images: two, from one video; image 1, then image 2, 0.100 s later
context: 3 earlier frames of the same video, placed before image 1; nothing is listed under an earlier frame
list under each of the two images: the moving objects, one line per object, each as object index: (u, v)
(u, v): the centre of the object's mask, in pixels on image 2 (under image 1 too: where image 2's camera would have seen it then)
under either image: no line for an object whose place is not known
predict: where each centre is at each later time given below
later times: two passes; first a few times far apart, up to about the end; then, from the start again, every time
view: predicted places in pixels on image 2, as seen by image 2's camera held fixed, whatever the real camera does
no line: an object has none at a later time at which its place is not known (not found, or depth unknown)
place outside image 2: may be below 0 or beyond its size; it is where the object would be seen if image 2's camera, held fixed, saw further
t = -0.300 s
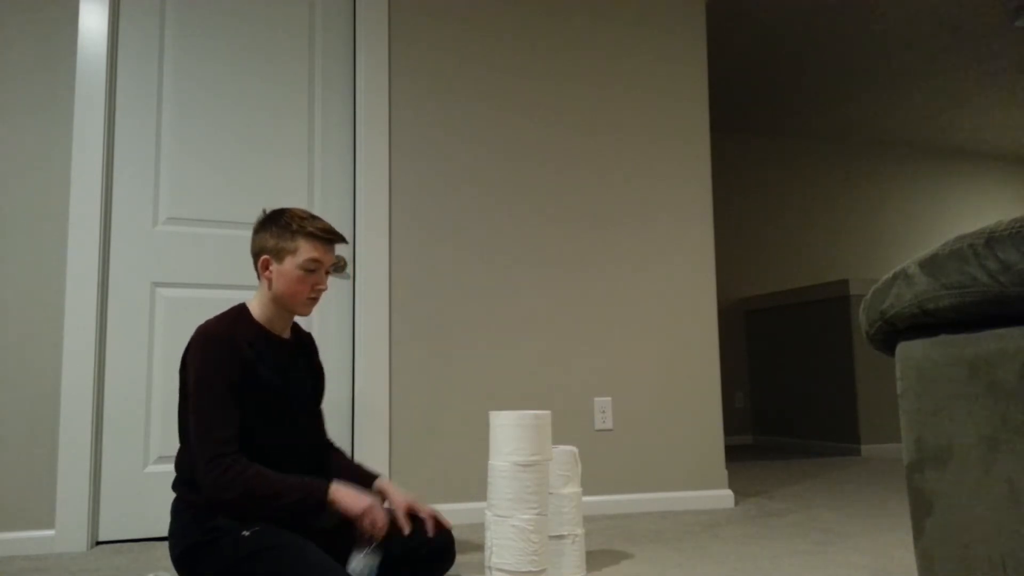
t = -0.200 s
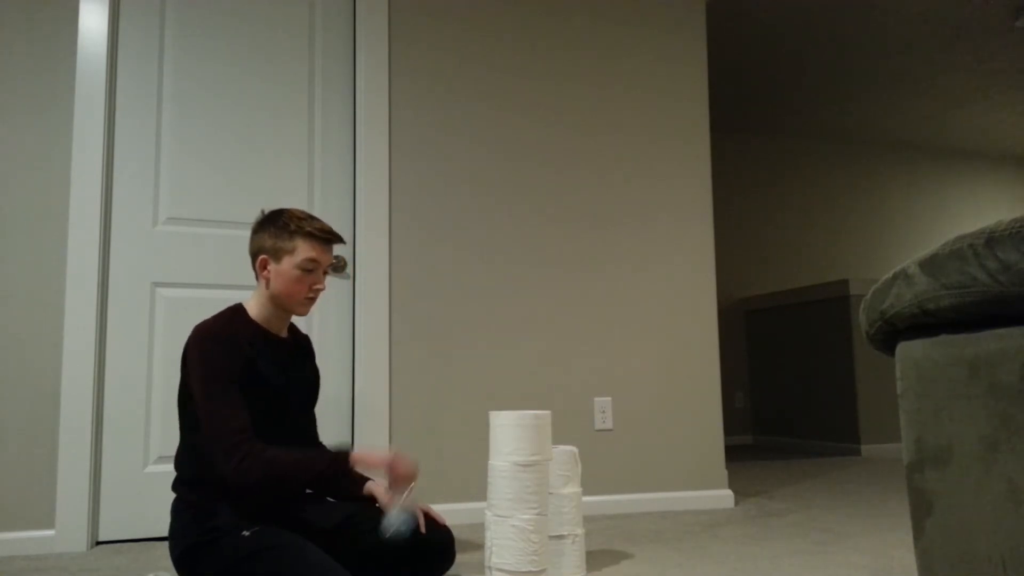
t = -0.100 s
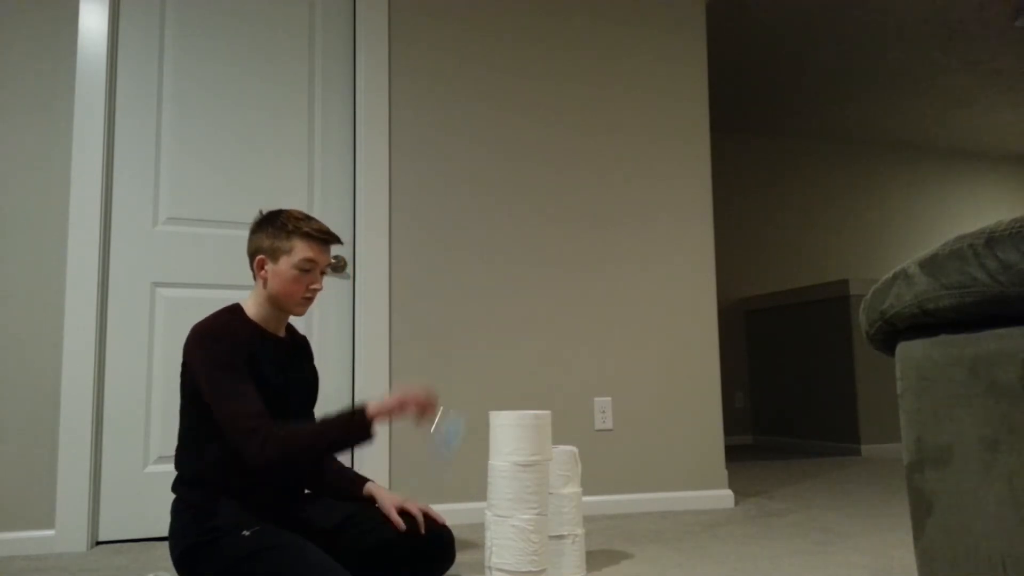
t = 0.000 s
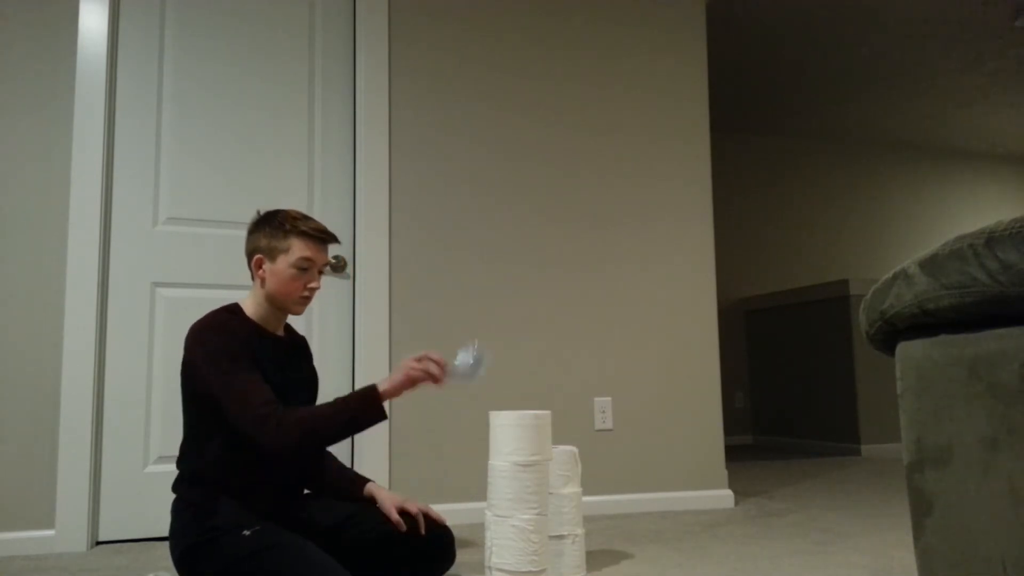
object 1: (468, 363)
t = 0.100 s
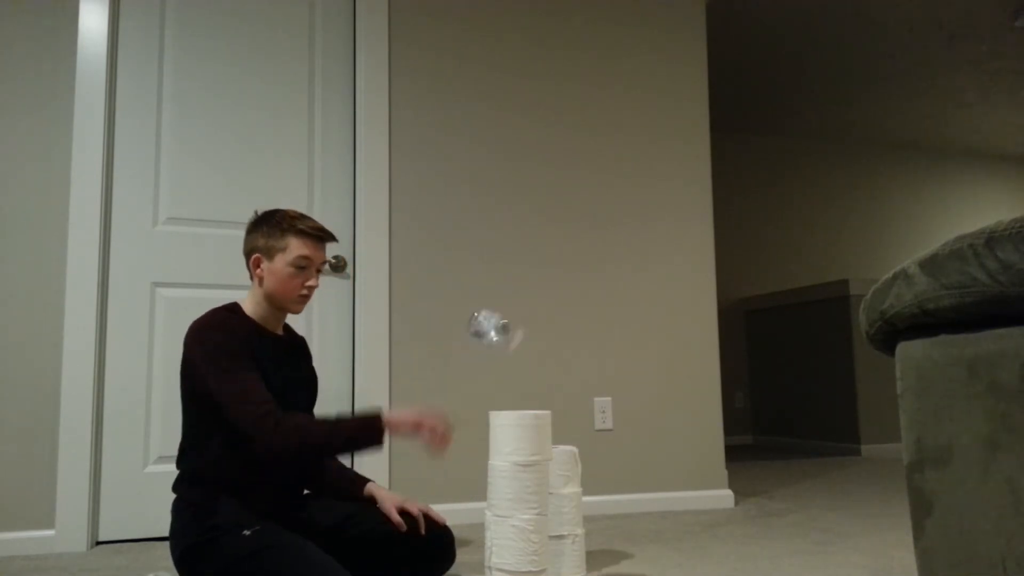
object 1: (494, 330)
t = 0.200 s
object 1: (508, 333)
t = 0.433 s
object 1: (534, 388)
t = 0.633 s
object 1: (533, 389)
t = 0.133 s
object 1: (499, 325)
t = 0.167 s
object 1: (502, 327)
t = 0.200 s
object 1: (508, 333)
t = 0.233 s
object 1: (513, 346)
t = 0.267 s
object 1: (517, 365)
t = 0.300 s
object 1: (522, 385)
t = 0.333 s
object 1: (526, 386)
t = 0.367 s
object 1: (530, 388)
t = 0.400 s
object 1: (533, 388)
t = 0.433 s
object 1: (534, 388)
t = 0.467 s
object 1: (535, 389)
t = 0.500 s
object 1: (536, 389)
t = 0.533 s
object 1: (536, 389)
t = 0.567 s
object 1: (535, 389)
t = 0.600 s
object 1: (534, 389)
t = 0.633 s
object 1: (533, 389)
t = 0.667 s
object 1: (532, 388)
